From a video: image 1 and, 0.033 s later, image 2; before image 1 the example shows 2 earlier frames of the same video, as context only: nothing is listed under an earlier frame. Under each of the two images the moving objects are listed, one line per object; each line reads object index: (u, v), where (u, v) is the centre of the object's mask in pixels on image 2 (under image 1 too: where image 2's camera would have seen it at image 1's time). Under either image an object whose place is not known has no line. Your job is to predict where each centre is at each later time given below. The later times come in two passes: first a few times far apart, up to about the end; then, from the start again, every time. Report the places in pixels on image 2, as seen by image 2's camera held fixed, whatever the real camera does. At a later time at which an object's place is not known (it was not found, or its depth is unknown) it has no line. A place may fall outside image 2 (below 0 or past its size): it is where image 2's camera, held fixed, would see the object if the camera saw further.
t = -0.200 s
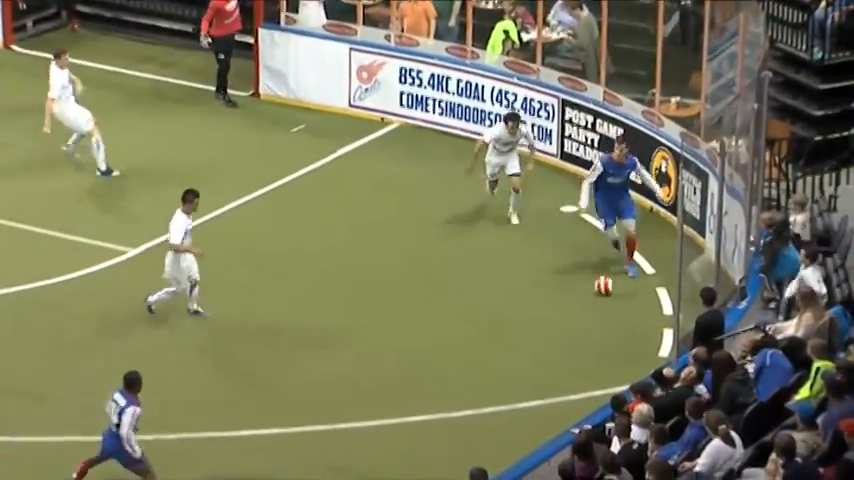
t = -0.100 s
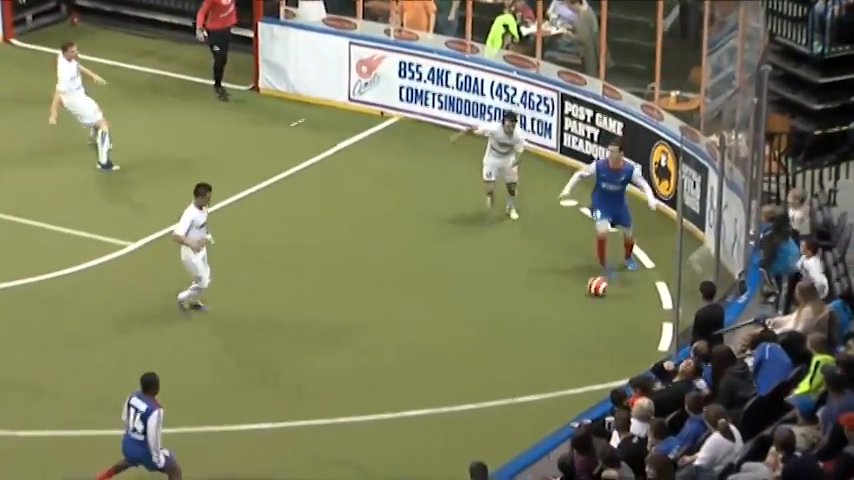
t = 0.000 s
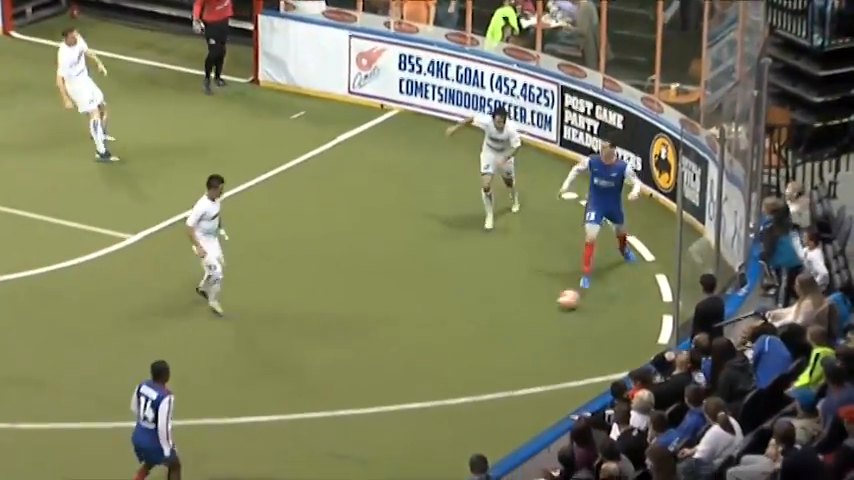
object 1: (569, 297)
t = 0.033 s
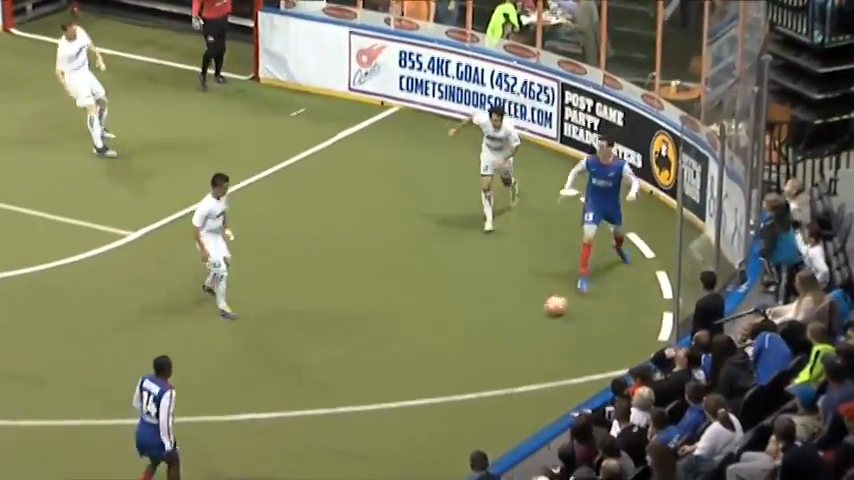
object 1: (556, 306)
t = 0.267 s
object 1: (465, 369)
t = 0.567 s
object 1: (361, 437)
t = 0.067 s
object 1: (542, 315)
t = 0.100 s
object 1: (529, 324)
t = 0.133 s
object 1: (515, 334)
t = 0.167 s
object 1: (503, 342)
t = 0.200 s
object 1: (490, 352)
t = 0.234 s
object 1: (477, 360)
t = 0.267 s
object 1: (465, 369)
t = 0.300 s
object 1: (452, 378)
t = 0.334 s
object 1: (440, 384)
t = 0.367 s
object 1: (429, 392)
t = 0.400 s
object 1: (417, 401)
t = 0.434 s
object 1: (404, 409)
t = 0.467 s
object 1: (393, 416)
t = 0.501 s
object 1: (382, 424)
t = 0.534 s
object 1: (371, 431)
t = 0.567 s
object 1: (361, 437)
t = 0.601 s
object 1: (350, 443)
